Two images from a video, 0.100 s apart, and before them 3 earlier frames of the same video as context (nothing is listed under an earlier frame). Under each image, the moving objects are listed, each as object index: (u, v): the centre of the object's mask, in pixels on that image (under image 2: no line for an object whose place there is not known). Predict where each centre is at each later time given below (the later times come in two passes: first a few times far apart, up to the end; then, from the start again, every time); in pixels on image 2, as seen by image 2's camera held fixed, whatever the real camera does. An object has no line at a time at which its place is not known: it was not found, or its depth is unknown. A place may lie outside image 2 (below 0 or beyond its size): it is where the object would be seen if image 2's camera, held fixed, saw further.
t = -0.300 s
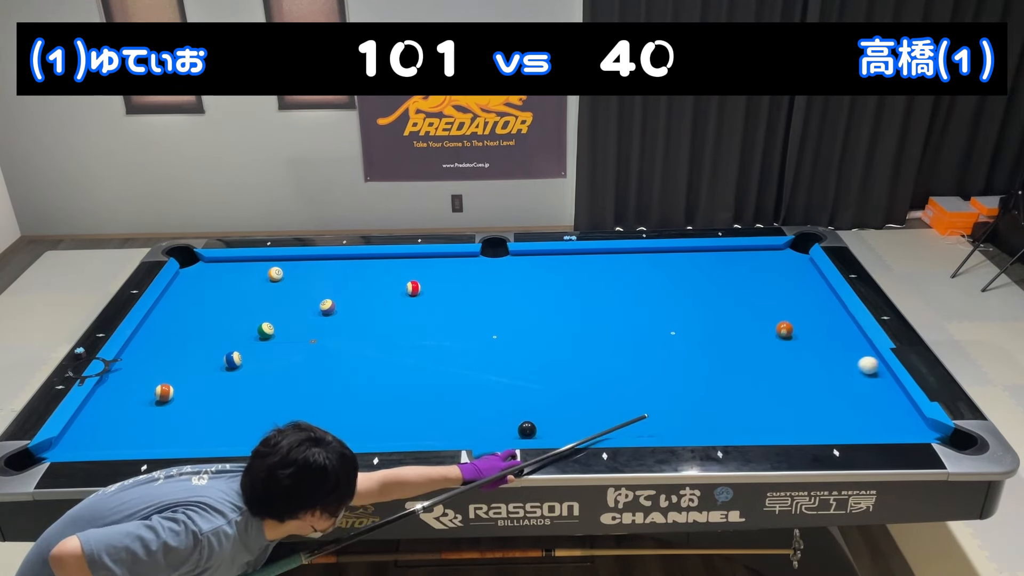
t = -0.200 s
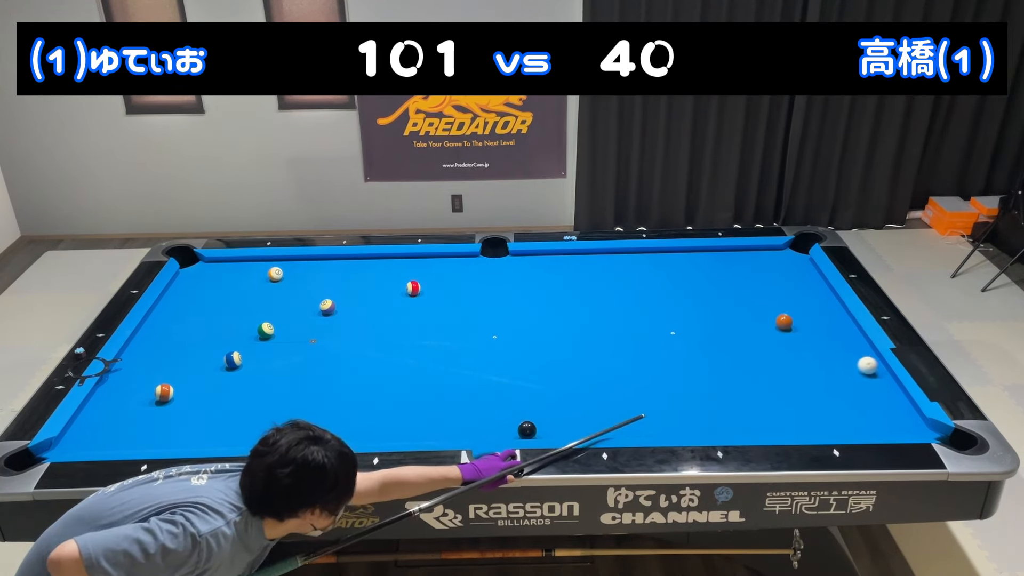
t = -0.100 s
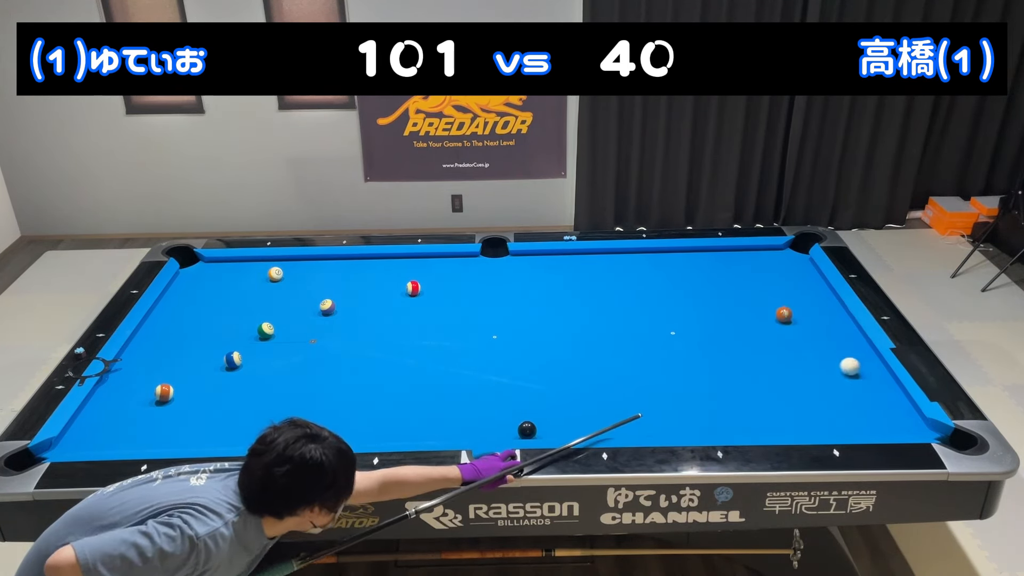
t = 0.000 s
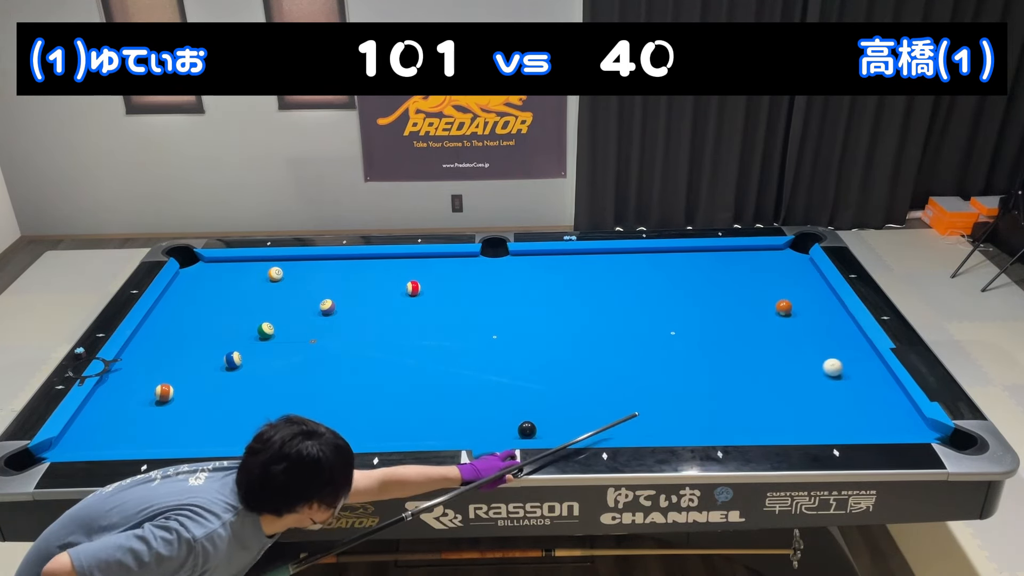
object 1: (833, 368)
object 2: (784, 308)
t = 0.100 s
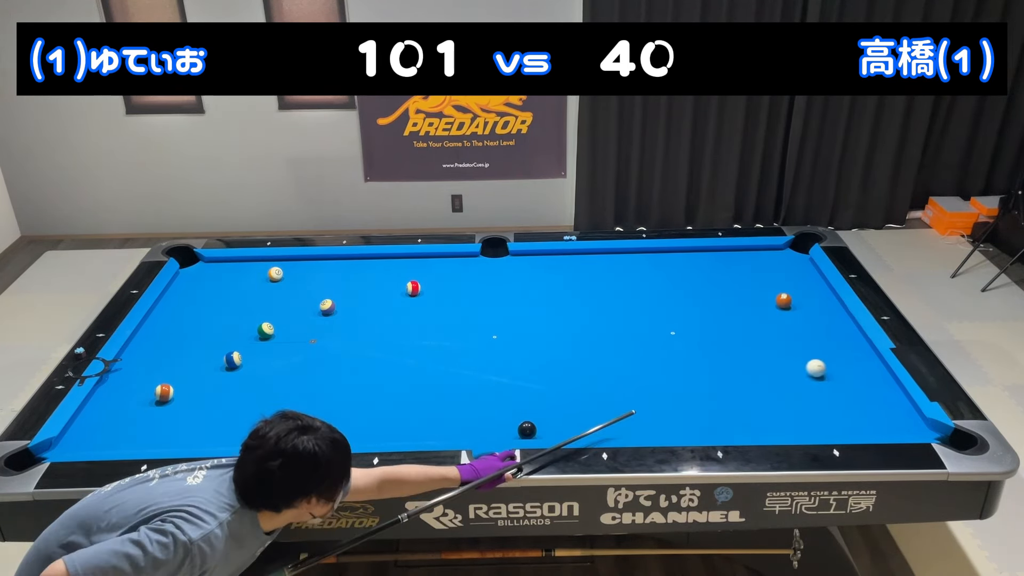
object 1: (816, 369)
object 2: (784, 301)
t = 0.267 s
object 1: (788, 370)
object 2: (783, 291)
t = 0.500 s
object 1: (750, 372)
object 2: (783, 277)
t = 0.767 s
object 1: (709, 374)
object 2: (783, 262)
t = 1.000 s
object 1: (675, 375)
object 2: (783, 251)
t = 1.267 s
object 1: (637, 377)
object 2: (791, 253)
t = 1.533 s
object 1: (601, 378)
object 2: (802, 259)
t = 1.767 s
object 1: (570, 379)
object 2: (807, 264)
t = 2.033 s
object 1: (538, 381)
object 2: (806, 268)
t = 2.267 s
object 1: (510, 381)
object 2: (806, 270)
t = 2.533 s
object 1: (480, 382)
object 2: (806, 273)
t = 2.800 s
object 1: (452, 383)
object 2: (806, 276)
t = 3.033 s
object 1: (429, 384)
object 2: (806, 277)
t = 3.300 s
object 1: (404, 385)
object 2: (807, 278)
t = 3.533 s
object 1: (384, 385)
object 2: (807, 278)
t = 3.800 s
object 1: (362, 385)
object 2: (807, 278)
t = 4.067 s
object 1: (342, 386)
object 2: (807, 278)
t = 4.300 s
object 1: (325, 386)
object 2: (807, 278)
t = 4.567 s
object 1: (308, 387)
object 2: (807, 278)
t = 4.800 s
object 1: (293, 387)
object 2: (807, 278)
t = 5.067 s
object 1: (278, 388)
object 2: (807, 278)
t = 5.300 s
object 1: (266, 388)
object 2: (807, 278)
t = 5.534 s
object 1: (256, 388)
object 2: (807, 278)
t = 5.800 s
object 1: (246, 388)
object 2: (807, 278)
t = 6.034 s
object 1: (238, 388)
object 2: (807, 278)
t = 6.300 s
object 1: (230, 388)
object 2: (807, 278)
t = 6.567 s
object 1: (224, 388)
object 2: (807, 278)
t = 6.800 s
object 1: (219, 388)
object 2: (807, 278)
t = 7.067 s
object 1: (215, 389)
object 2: (807, 278)
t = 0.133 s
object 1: (810, 369)
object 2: (784, 299)
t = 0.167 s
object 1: (804, 369)
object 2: (784, 297)
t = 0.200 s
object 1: (799, 370)
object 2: (784, 294)
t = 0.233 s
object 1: (793, 370)
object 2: (784, 292)
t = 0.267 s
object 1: (788, 370)
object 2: (783, 291)
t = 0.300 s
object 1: (782, 370)
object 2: (783, 288)
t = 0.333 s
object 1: (777, 371)
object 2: (783, 286)
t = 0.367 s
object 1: (772, 371)
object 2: (783, 284)
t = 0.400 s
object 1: (766, 371)
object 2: (783, 282)
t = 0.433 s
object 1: (761, 371)
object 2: (783, 281)
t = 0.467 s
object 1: (756, 372)
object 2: (783, 279)
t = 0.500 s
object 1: (750, 372)
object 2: (783, 277)
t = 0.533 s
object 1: (745, 372)
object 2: (783, 275)
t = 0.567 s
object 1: (740, 372)
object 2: (783, 273)
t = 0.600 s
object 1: (735, 373)
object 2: (783, 271)
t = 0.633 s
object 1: (729, 373)
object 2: (783, 269)
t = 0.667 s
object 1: (724, 373)
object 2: (783, 268)
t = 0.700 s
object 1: (719, 373)
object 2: (783, 266)
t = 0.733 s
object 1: (714, 374)
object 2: (783, 264)
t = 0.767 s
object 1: (709, 374)
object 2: (783, 262)
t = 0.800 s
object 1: (704, 374)
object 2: (783, 261)
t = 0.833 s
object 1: (699, 374)
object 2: (783, 259)
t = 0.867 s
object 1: (694, 375)
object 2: (783, 258)
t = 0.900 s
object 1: (689, 375)
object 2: (783, 256)
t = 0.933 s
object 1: (684, 375)
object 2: (783, 255)
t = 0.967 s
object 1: (679, 375)
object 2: (783, 253)
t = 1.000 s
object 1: (675, 375)
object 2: (783, 251)
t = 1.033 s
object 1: (670, 376)
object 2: (783, 250)
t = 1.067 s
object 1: (665, 376)
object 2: (783, 249)
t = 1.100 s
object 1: (660, 376)
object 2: (784, 250)
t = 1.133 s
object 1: (656, 376)
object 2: (786, 250)
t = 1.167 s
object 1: (651, 376)
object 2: (787, 251)
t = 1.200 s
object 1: (646, 377)
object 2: (788, 252)
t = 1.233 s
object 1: (641, 377)
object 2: (790, 253)
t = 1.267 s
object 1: (637, 377)
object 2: (791, 253)
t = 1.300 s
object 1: (632, 377)
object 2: (793, 254)
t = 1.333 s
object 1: (627, 377)
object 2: (794, 255)
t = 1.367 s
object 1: (623, 377)
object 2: (796, 256)
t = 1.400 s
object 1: (618, 378)
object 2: (797, 256)
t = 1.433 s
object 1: (614, 378)
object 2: (798, 257)
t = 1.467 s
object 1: (609, 378)
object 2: (800, 258)
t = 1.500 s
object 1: (605, 378)
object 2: (801, 259)
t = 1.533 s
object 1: (601, 378)
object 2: (802, 259)
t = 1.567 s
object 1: (596, 378)
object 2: (804, 260)
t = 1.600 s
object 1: (592, 379)
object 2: (805, 261)
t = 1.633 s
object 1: (587, 379)
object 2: (806, 262)
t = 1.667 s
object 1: (583, 379)
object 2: (807, 262)
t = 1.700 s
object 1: (579, 379)
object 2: (807, 263)
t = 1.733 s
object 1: (575, 379)
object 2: (807, 263)
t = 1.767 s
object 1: (570, 379)
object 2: (807, 264)
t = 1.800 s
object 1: (566, 379)
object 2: (807, 264)
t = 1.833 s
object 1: (562, 380)
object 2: (807, 265)
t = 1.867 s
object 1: (558, 380)
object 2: (807, 265)
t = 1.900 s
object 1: (554, 380)
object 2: (807, 266)
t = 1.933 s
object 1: (550, 380)
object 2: (807, 266)
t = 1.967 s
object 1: (546, 380)
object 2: (807, 267)
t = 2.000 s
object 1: (542, 380)
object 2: (807, 267)
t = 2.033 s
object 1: (538, 381)
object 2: (806, 268)
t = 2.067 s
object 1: (533, 381)
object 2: (806, 268)
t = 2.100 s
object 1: (529, 381)
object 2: (806, 268)
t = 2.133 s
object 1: (526, 381)
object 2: (806, 269)
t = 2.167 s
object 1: (522, 381)
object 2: (806, 269)
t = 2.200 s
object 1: (518, 381)
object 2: (806, 270)
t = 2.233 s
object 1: (514, 381)
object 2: (806, 270)
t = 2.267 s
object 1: (510, 381)
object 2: (806, 270)
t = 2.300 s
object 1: (506, 381)
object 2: (806, 271)
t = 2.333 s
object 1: (503, 381)
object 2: (806, 271)
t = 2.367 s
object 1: (499, 382)
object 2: (806, 271)
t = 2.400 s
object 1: (495, 382)
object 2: (806, 272)
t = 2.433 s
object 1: (491, 382)
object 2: (806, 272)
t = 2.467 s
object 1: (488, 382)
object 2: (806, 272)
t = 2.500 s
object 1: (484, 382)
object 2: (806, 273)
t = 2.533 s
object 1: (480, 382)
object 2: (806, 273)
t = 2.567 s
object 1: (477, 382)
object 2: (806, 273)
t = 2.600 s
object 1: (473, 382)
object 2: (806, 274)
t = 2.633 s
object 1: (470, 383)
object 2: (806, 274)
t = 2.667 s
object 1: (466, 383)
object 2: (806, 275)
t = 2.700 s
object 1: (463, 383)
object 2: (806, 275)
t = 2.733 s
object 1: (459, 383)
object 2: (806, 275)
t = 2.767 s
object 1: (456, 383)
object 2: (806, 275)
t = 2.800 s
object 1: (452, 383)
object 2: (806, 276)
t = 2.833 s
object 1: (449, 383)
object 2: (806, 276)
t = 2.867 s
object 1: (446, 383)
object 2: (806, 276)
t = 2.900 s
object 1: (442, 383)
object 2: (806, 276)
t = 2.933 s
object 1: (439, 384)
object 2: (806, 276)
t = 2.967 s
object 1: (436, 384)
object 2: (806, 277)
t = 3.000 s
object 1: (432, 384)
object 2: (806, 277)
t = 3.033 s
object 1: (429, 384)
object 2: (806, 277)
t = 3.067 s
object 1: (426, 384)
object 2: (806, 277)
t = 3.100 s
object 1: (423, 384)
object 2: (807, 277)
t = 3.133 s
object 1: (420, 384)
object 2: (807, 277)
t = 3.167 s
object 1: (416, 384)
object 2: (806, 277)
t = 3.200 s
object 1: (413, 384)
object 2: (806, 278)
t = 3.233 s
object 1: (410, 384)
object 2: (806, 278)
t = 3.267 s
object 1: (407, 384)
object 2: (807, 278)
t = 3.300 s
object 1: (404, 385)
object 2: (807, 278)
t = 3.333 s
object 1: (401, 385)
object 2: (807, 278)
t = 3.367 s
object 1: (398, 385)
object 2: (806, 278)
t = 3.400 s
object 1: (395, 385)
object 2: (807, 278)
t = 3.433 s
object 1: (392, 385)
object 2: (807, 278)
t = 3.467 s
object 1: (389, 385)
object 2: (807, 278)
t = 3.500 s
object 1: (387, 385)
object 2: (807, 278)
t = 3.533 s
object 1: (384, 385)
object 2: (807, 278)
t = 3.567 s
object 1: (381, 385)
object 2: (807, 278)
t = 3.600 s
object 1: (378, 385)
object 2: (807, 278)
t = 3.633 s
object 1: (375, 385)
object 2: (807, 278)
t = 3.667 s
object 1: (373, 385)
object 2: (807, 278)
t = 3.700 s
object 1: (370, 385)
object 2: (807, 278)
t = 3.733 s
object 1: (367, 385)
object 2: (807, 278)
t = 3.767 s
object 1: (365, 385)
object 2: (807, 278)
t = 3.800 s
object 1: (362, 385)
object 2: (807, 278)
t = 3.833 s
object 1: (359, 385)
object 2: (807, 278)
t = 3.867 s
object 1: (357, 385)
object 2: (807, 278)
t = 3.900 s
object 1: (354, 385)
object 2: (807, 278)
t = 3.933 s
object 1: (352, 385)
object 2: (807, 278)
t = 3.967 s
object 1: (349, 386)
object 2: (807, 278)
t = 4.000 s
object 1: (347, 385)
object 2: (807, 278)
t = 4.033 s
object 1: (344, 386)
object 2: (807, 278)
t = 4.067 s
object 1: (342, 386)
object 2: (807, 278)
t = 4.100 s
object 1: (339, 386)
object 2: (807, 278)
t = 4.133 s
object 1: (337, 386)
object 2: (807, 278)
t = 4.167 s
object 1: (334, 386)
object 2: (807, 278)
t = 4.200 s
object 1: (332, 386)
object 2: (807, 278)
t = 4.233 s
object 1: (330, 386)
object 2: (807, 278)
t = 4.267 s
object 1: (327, 386)
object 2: (807, 278)
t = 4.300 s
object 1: (325, 386)
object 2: (807, 278)
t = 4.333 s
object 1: (323, 387)
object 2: (807, 278)
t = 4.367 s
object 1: (321, 386)
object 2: (807, 278)
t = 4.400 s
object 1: (318, 386)
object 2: (807, 278)
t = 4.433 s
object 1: (316, 387)
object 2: (807, 278)
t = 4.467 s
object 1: (314, 387)
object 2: (807, 278)
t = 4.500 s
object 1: (312, 387)
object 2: (807, 278)
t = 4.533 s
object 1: (310, 387)
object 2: (807, 278)
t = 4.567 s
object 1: (308, 387)
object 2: (807, 278)
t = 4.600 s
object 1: (305, 387)
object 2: (807, 278)
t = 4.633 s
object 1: (303, 387)
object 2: (807, 278)
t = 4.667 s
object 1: (301, 387)
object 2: (807, 278)
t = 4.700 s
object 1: (299, 387)
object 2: (807, 278)
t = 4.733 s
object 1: (297, 387)
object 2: (807, 278)
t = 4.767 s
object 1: (295, 387)
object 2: (807, 278)
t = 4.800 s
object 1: (293, 387)
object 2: (807, 278)
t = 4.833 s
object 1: (291, 387)
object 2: (807, 278)
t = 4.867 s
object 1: (290, 387)
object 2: (807, 278)
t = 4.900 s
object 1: (287, 387)
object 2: (807, 278)
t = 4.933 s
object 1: (286, 388)
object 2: (807, 278)
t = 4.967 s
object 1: (284, 388)
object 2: (807, 278)
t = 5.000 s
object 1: (282, 388)
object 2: (807, 278)
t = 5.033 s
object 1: (280, 388)
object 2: (807, 278)
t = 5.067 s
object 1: (278, 388)
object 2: (807, 278)
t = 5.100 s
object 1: (276, 388)
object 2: (807, 278)
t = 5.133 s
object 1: (275, 388)
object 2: (807, 278)
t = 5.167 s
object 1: (273, 388)
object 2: (807, 278)
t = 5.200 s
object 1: (272, 388)
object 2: (807, 278)
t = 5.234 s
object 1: (270, 388)
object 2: (807, 278)
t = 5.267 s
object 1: (268, 388)
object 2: (807, 278)
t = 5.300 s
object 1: (266, 388)
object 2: (807, 278)
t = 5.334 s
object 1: (265, 388)
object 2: (807, 278)
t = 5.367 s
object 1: (264, 388)
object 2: (807, 278)
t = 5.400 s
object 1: (262, 388)
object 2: (807, 278)
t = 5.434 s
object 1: (261, 388)
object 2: (807, 278)
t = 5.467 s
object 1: (259, 388)
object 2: (807, 278)
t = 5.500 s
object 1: (258, 388)
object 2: (807, 278)
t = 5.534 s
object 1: (256, 388)
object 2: (807, 278)
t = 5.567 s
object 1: (255, 388)
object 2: (807, 278)
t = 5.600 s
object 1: (254, 388)
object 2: (807, 278)
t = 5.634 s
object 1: (252, 388)
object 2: (807, 278)
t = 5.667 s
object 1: (251, 388)
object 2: (807, 278)
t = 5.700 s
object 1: (249, 388)
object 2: (807, 278)
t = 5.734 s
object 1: (248, 388)
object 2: (807, 278)
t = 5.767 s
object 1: (247, 388)
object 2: (807, 278)
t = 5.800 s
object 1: (246, 388)
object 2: (807, 278)
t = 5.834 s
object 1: (244, 388)
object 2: (807, 278)
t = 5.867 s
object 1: (243, 388)
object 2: (807, 278)
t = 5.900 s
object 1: (242, 388)
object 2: (807, 278)
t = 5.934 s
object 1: (241, 388)
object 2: (807, 278)
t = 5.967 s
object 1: (240, 388)
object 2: (807, 278)
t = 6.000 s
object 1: (239, 388)
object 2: (807, 278)
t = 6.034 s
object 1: (238, 388)
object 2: (807, 278)
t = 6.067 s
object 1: (237, 388)
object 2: (807, 278)
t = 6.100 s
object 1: (236, 388)
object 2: (807, 278)
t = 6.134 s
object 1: (235, 388)
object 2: (807, 278)
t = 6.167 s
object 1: (234, 387)
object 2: (807, 278)
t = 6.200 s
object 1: (233, 388)
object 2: (807, 278)
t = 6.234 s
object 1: (232, 388)
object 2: (807, 278)
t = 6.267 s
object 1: (231, 388)
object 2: (807, 278)
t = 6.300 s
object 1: (230, 388)
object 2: (807, 278)
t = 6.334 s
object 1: (229, 388)
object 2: (807, 278)
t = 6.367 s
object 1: (228, 388)
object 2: (807, 278)
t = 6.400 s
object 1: (227, 388)
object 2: (807, 278)
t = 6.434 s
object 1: (227, 388)
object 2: (807, 278)
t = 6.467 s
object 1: (226, 388)
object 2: (807, 278)
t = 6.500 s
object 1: (225, 388)
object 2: (807, 278)
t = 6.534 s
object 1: (224, 388)
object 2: (807, 278)
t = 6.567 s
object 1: (224, 388)
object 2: (807, 278)
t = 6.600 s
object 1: (223, 388)
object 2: (807, 278)
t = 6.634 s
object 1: (222, 388)
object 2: (807, 278)
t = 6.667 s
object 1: (221, 388)
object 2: (807, 278)
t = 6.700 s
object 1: (221, 388)
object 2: (807, 278)
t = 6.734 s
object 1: (220, 388)
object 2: (807, 278)
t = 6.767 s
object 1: (219, 388)
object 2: (807, 278)
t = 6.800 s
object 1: (219, 388)
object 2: (807, 278)
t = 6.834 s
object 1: (218, 388)
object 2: (807, 278)
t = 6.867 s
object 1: (217, 388)
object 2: (807, 278)
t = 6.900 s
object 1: (217, 389)
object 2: (807, 278)
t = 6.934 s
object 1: (217, 389)
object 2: (807, 278)
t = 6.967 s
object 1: (216, 389)
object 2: (807, 278)
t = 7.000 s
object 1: (216, 389)
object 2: (807, 278)
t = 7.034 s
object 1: (215, 389)
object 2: (807, 278)
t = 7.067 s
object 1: (215, 389)
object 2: (807, 278)
